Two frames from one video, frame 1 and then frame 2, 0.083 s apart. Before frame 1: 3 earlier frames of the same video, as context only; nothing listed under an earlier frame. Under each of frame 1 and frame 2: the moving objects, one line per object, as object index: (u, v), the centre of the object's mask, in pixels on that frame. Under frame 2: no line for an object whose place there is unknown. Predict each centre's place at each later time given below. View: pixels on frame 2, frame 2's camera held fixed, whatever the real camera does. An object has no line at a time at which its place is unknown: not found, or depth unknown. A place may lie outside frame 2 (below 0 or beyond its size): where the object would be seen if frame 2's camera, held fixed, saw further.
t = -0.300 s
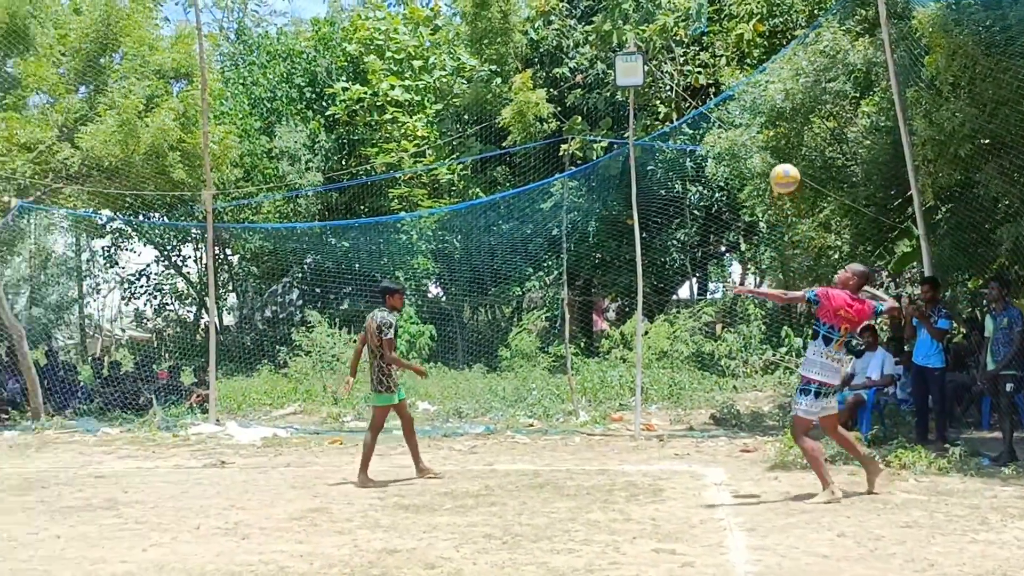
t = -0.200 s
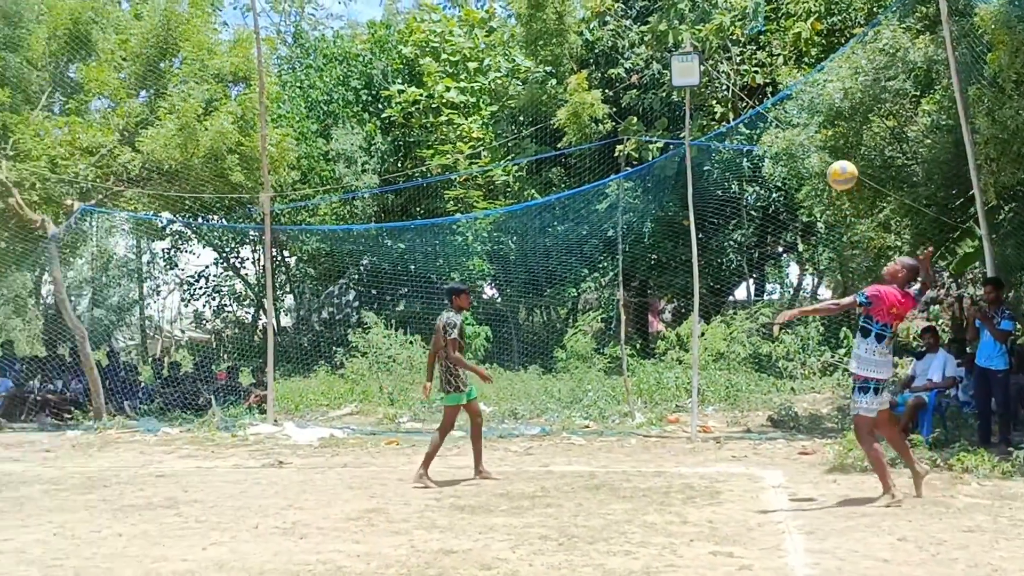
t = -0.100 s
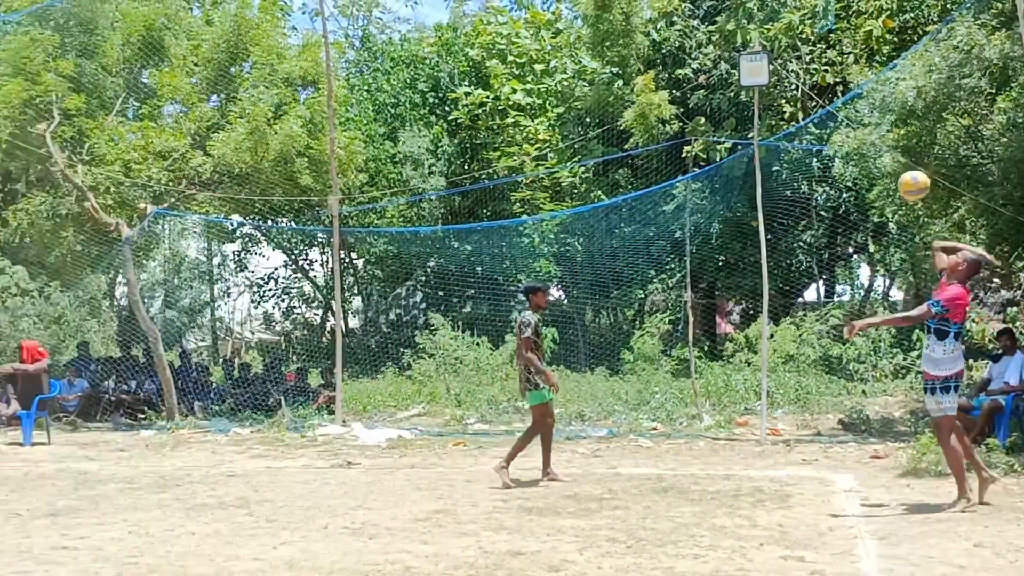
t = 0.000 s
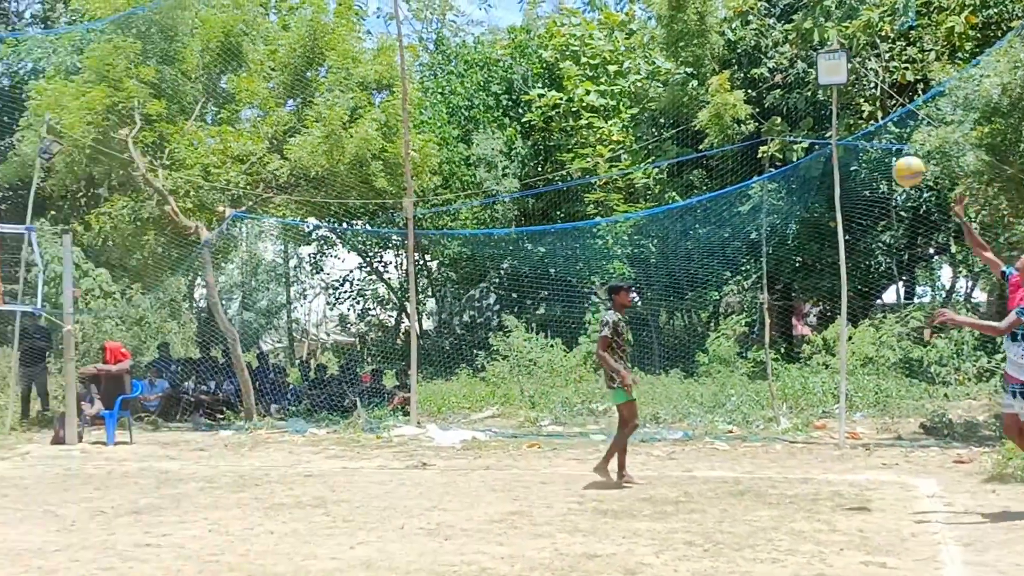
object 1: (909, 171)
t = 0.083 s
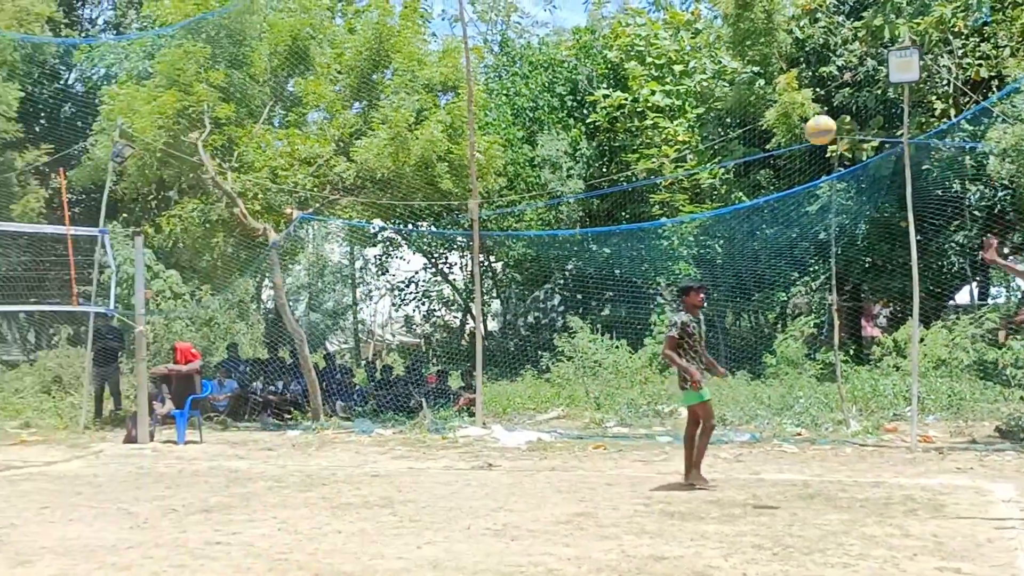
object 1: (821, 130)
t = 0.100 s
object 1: (790, 123)
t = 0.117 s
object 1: (760, 117)
